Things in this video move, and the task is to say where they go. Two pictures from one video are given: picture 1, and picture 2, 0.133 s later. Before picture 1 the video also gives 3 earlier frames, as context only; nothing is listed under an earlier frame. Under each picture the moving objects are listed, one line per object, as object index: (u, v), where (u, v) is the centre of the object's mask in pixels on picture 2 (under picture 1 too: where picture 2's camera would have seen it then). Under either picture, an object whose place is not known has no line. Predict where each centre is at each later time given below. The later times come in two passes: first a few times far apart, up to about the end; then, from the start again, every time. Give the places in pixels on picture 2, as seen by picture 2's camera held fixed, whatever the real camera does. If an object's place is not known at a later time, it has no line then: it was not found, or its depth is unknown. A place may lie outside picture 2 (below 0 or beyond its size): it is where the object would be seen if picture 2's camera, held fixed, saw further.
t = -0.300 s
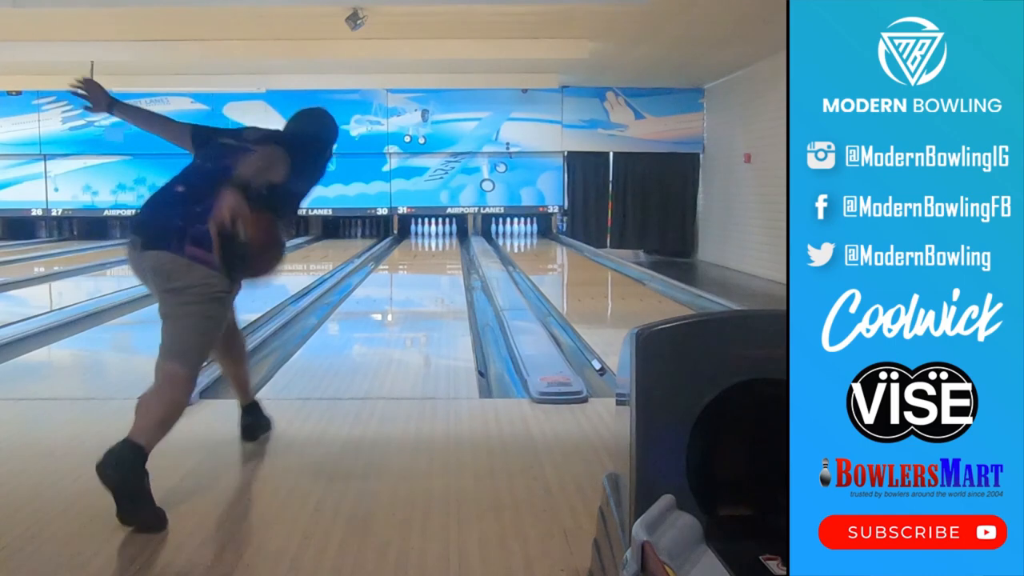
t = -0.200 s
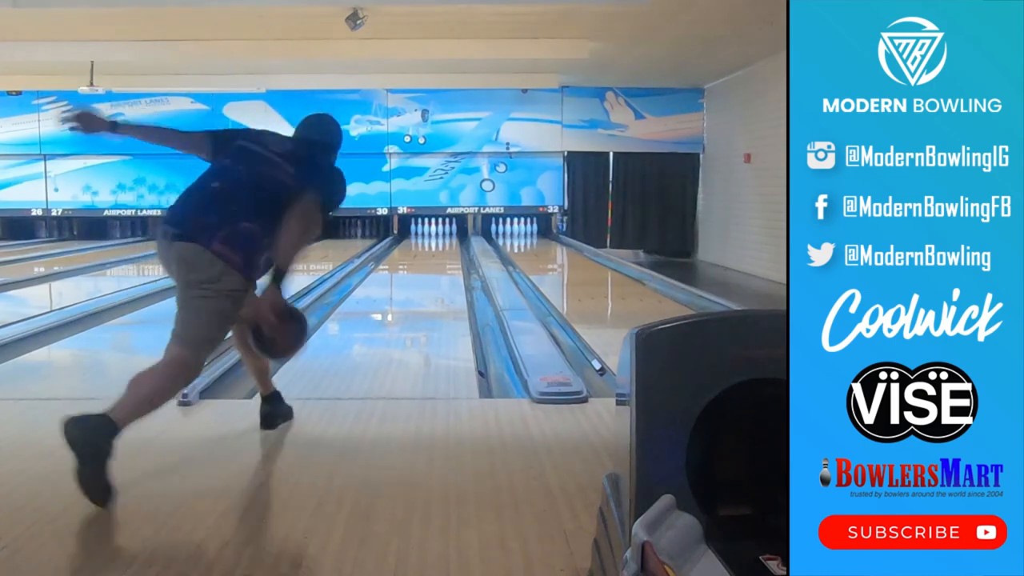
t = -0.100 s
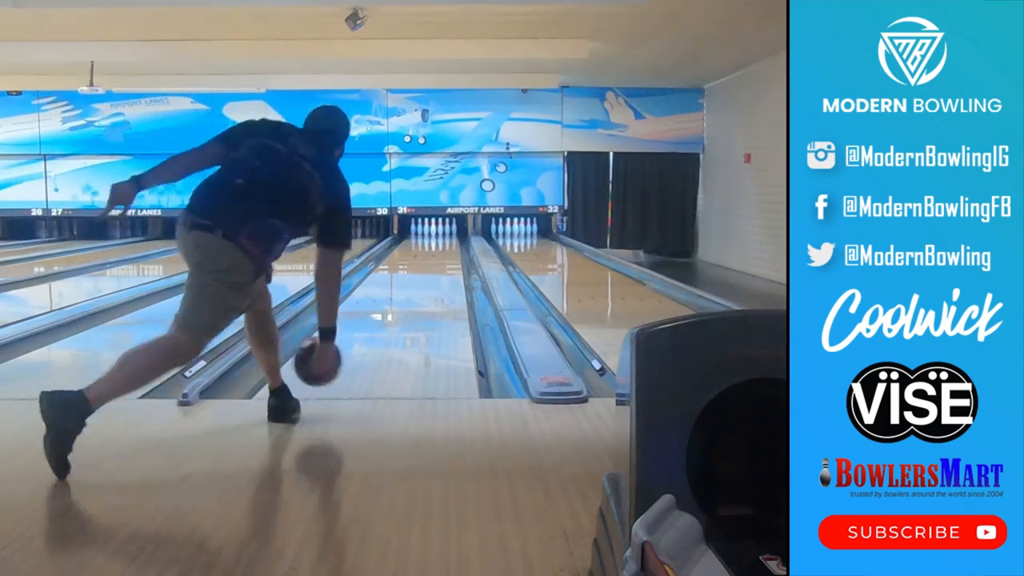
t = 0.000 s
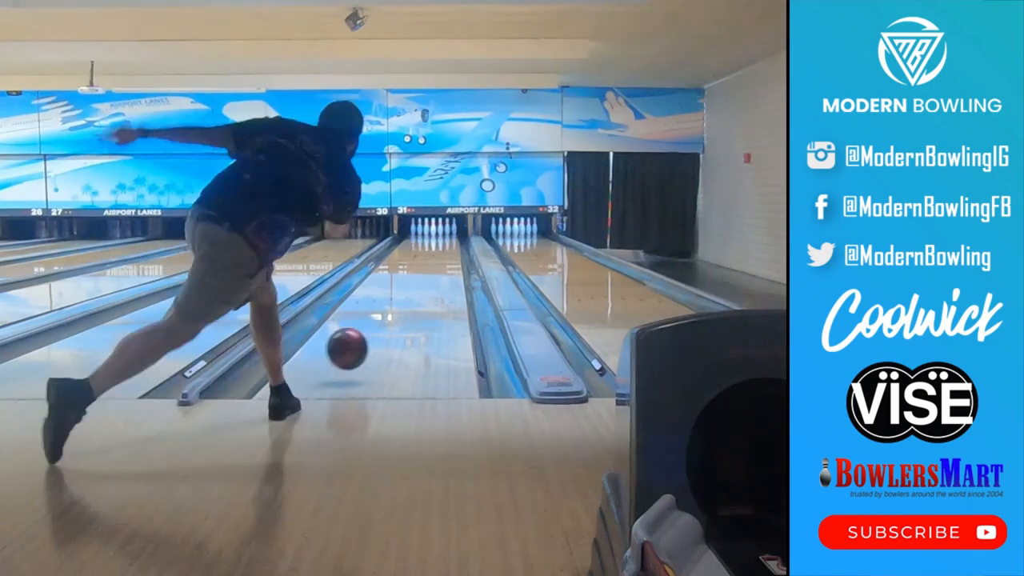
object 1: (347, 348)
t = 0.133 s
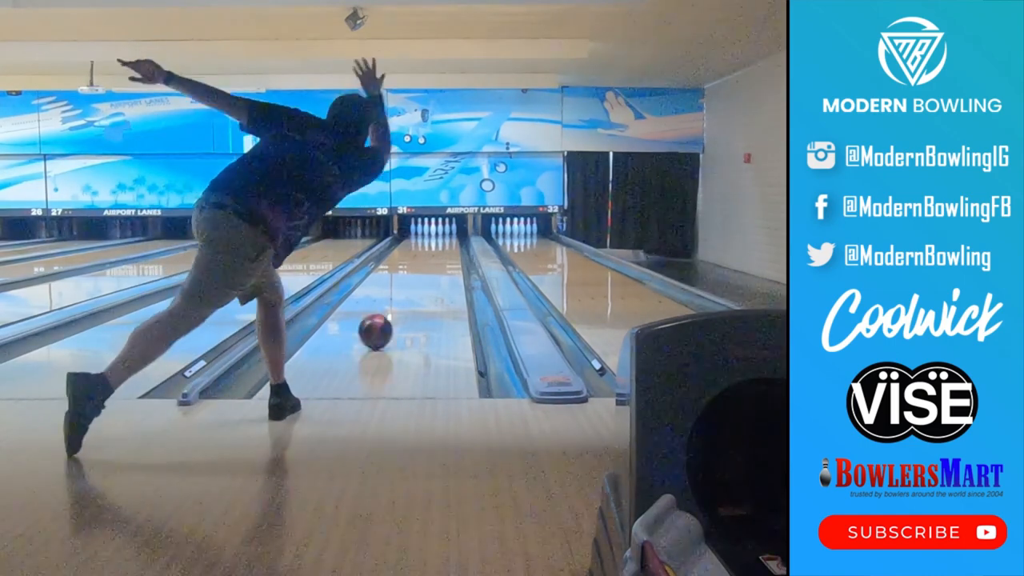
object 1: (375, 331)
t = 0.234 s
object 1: (390, 315)
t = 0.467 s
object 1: (414, 290)
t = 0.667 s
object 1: (428, 275)
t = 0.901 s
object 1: (438, 264)
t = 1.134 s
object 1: (445, 254)
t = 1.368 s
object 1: (449, 247)
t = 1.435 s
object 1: (450, 245)
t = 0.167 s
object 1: (381, 326)
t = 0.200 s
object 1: (385, 321)
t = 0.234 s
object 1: (390, 315)
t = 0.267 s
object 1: (394, 311)
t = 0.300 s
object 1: (398, 307)
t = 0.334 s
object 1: (402, 303)
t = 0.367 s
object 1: (405, 299)
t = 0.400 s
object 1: (408, 295)
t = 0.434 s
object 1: (411, 293)
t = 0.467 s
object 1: (414, 290)
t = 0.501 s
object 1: (417, 287)
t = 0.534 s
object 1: (419, 284)
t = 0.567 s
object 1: (421, 282)
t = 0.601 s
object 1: (424, 279)
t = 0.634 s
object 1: (426, 277)
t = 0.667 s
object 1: (428, 275)
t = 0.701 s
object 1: (429, 273)
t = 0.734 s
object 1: (431, 271)
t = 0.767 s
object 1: (432, 270)
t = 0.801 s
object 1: (434, 267)
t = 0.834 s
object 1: (435, 266)
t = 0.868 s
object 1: (437, 265)
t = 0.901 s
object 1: (438, 264)
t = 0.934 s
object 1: (439, 262)
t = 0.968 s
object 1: (440, 261)
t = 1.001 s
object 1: (441, 260)
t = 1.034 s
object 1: (442, 258)
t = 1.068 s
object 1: (443, 256)
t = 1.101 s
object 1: (444, 255)
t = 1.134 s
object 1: (445, 254)
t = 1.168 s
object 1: (446, 253)
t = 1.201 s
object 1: (447, 252)
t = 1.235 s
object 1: (447, 251)
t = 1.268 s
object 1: (448, 250)
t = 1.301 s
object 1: (448, 249)
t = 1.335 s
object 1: (449, 248)
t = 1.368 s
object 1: (449, 247)
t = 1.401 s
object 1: (449, 246)
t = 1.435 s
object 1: (450, 245)
